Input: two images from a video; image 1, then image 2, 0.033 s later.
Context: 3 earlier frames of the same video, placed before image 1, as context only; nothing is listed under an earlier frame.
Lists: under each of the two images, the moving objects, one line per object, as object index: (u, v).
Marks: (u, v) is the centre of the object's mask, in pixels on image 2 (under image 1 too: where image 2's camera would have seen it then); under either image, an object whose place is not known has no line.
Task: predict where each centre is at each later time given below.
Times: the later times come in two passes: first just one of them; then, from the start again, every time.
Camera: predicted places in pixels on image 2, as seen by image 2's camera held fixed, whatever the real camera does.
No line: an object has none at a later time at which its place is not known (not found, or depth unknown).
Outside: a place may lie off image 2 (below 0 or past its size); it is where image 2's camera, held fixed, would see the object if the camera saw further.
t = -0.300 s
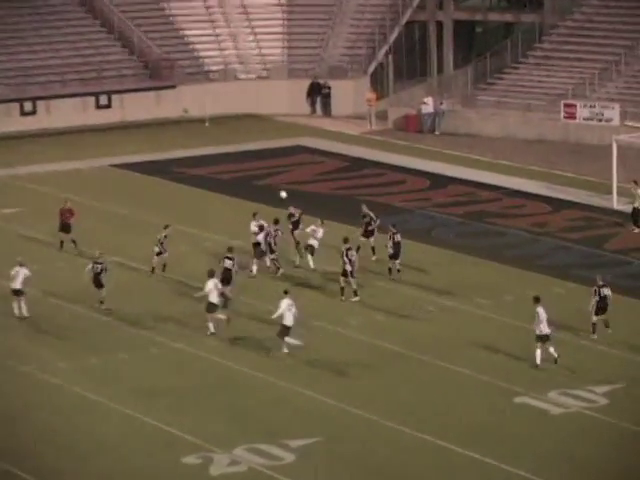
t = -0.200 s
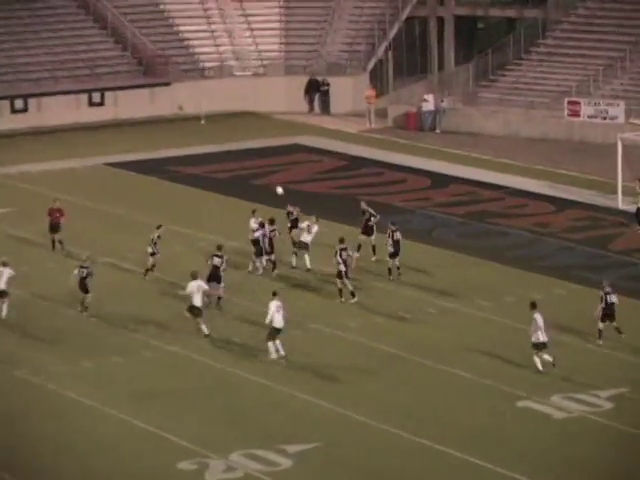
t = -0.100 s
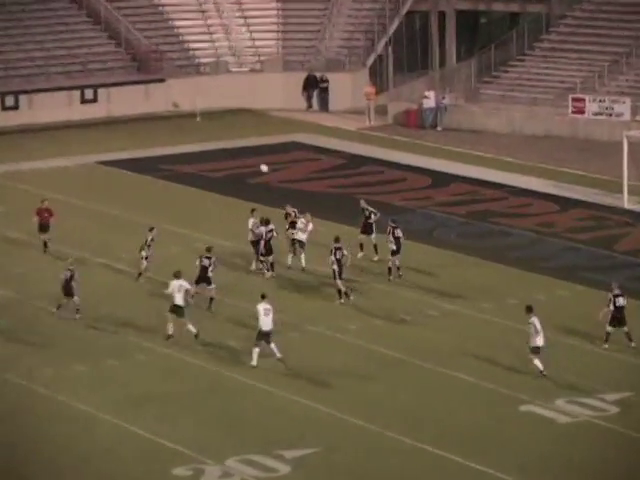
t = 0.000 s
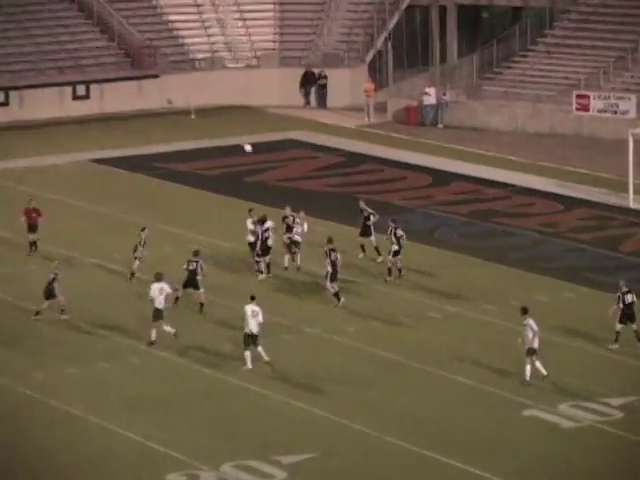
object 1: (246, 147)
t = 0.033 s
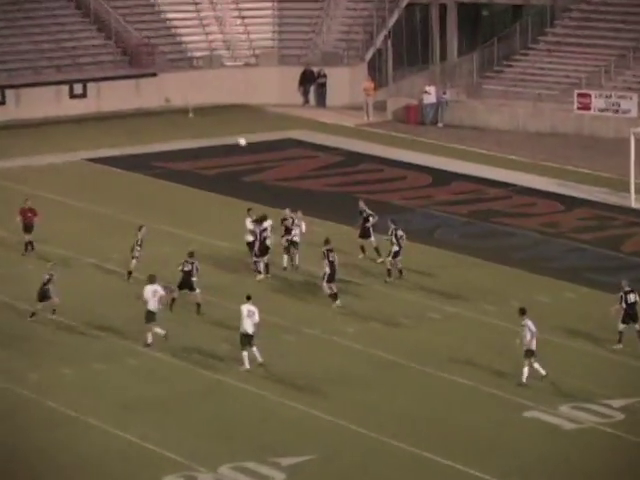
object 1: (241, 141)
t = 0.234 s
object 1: (216, 116)
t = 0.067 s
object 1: (237, 136)
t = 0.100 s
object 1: (233, 131)
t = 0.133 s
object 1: (229, 127)
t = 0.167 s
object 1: (224, 122)
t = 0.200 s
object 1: (220, 119)
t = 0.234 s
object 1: (216, 116)
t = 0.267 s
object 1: (211, 112)
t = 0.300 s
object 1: (207, 110)
